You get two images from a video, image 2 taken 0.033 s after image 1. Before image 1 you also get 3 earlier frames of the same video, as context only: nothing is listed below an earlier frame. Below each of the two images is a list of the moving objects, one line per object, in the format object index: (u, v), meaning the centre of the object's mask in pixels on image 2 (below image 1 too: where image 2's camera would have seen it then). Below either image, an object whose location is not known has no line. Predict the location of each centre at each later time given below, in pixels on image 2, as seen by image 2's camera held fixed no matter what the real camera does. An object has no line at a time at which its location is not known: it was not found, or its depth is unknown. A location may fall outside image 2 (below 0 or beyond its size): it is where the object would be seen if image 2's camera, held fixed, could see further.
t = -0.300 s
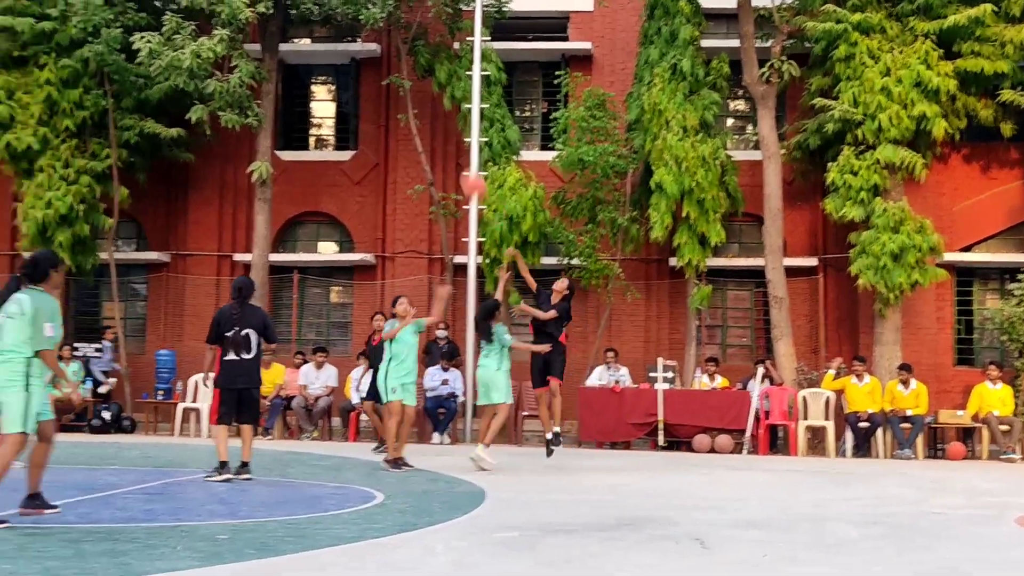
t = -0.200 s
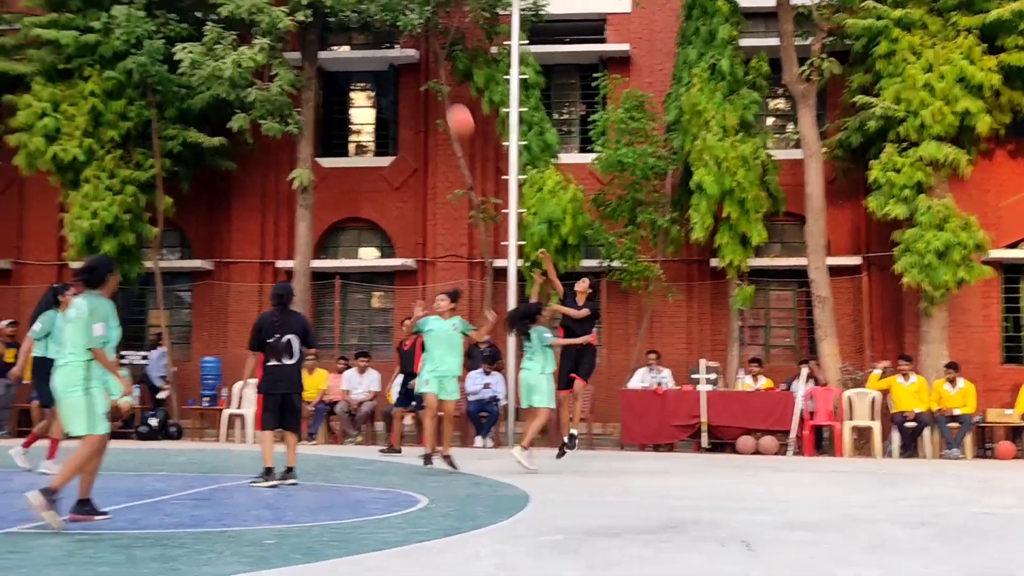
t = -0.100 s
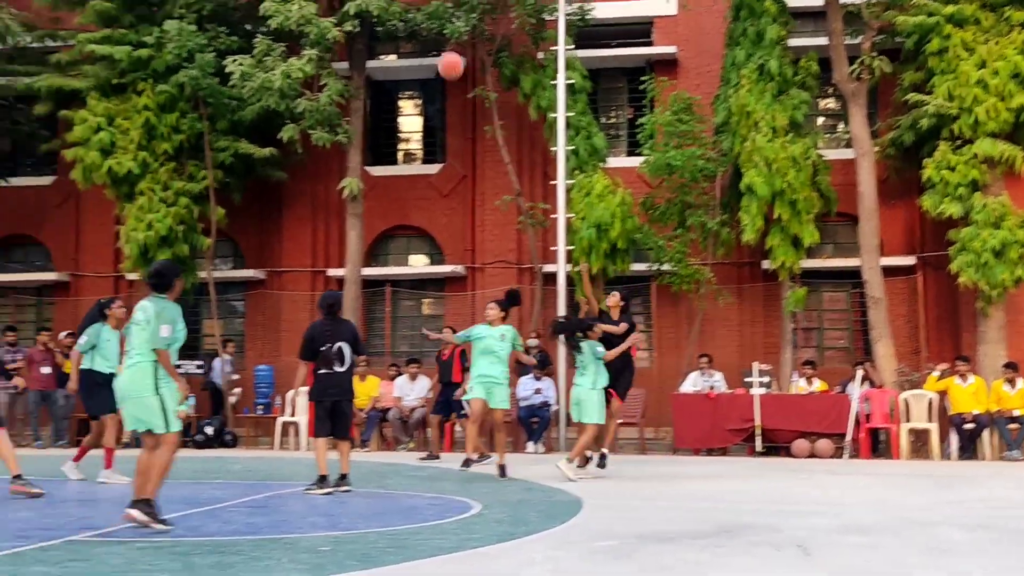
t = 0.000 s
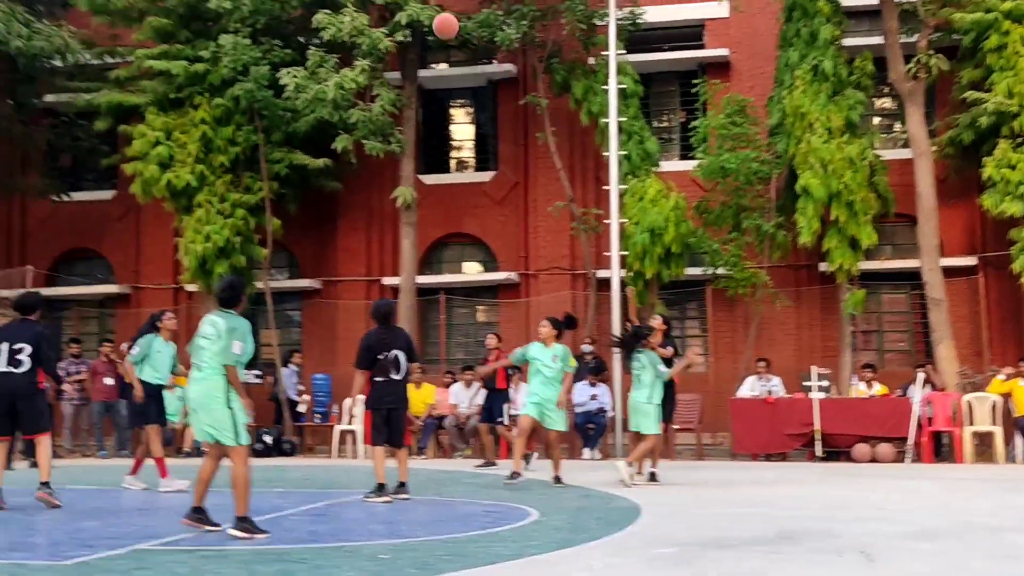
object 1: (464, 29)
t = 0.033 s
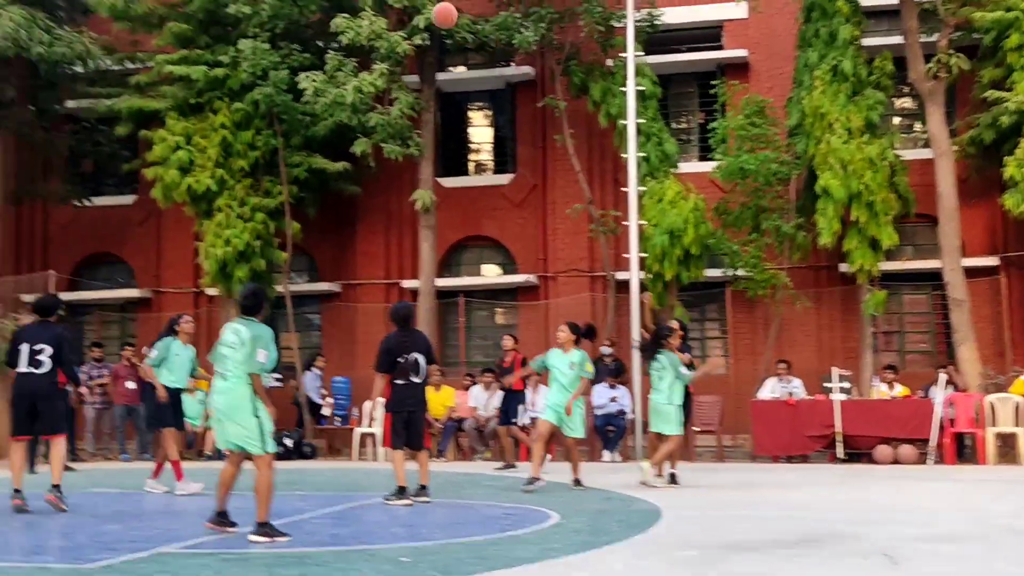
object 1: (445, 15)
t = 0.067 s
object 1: (425, 5)
